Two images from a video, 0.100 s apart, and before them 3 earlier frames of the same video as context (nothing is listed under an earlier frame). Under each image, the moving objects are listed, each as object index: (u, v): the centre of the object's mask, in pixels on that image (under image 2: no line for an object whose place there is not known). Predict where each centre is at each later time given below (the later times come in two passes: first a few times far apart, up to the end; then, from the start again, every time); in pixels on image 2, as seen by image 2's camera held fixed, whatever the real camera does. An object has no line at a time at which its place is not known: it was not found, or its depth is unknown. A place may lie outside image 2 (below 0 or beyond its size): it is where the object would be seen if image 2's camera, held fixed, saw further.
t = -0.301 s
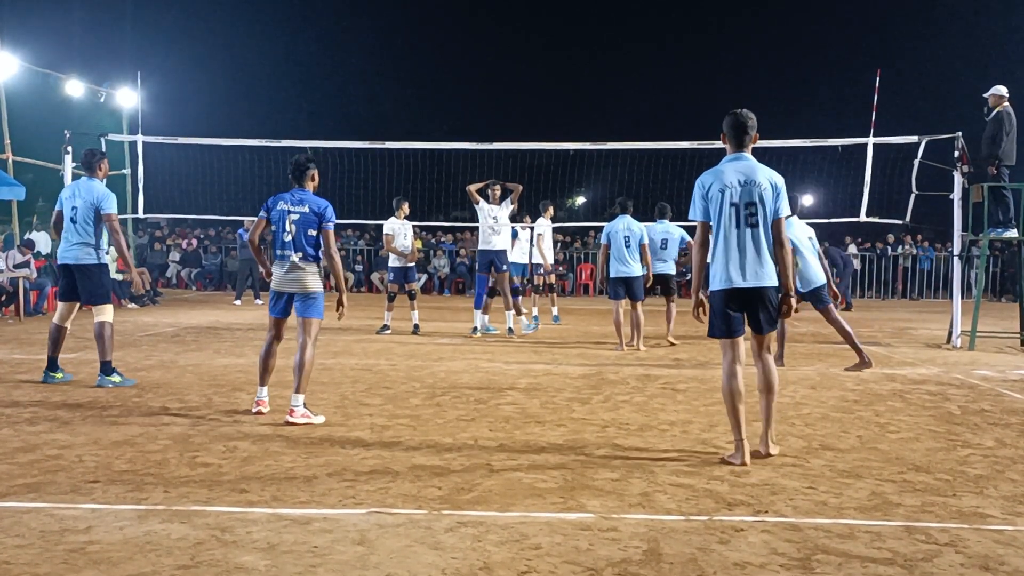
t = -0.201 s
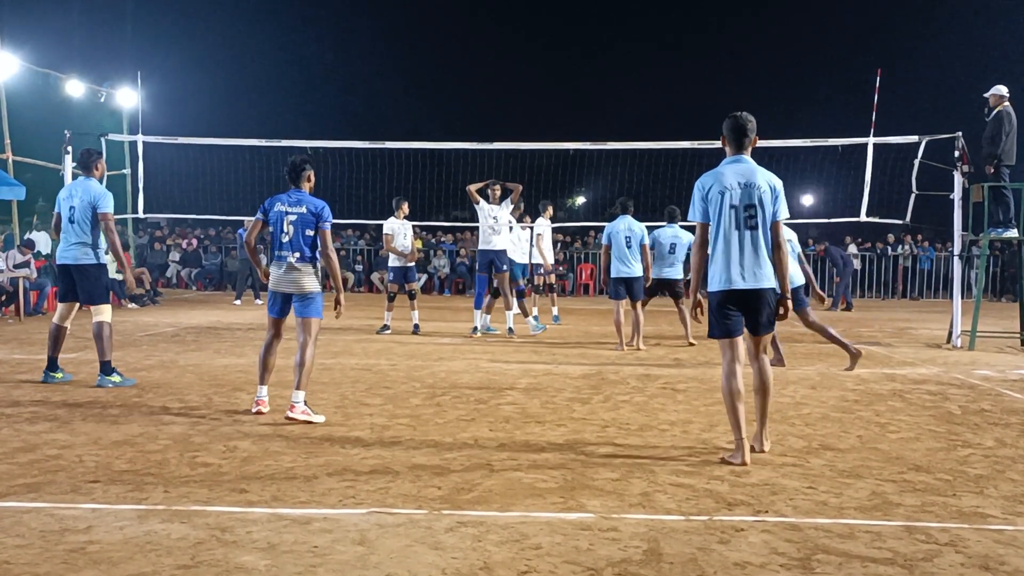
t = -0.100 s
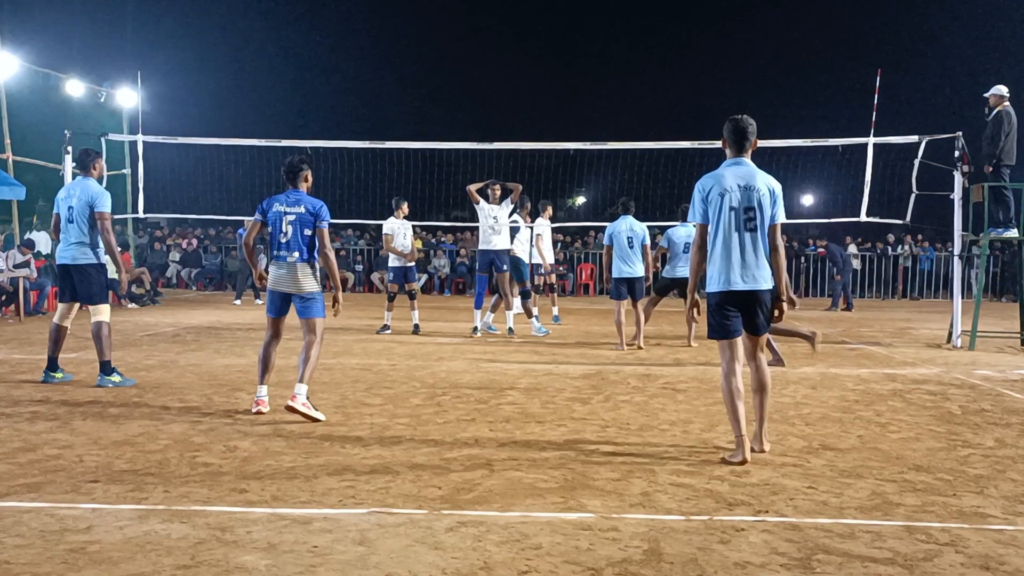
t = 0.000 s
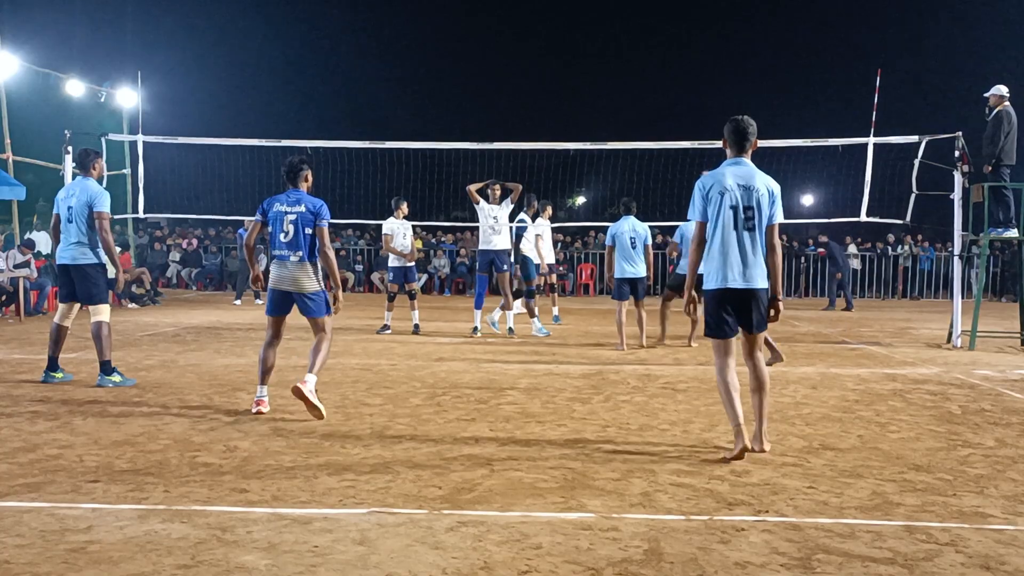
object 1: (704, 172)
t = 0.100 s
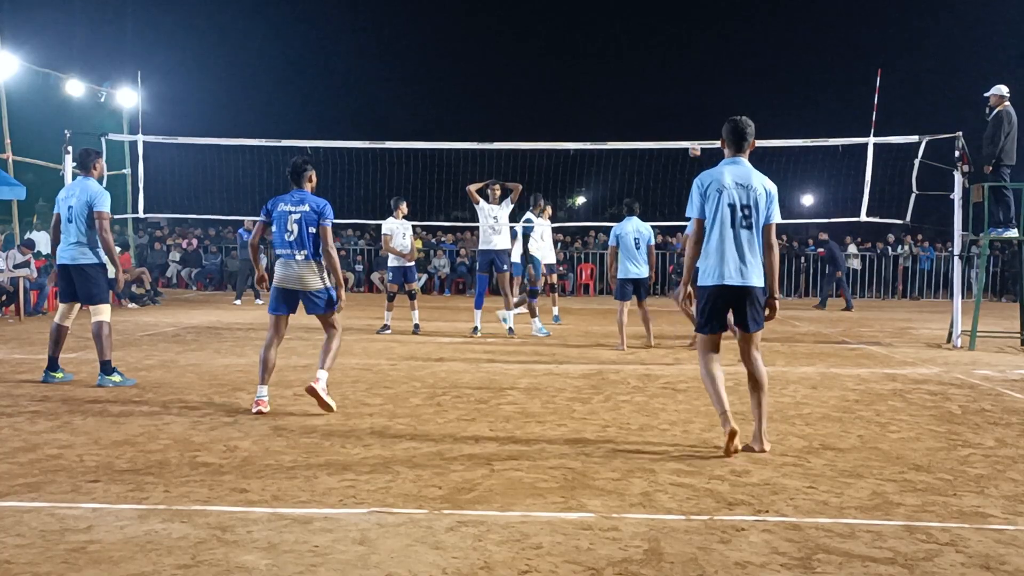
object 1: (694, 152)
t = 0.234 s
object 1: (678, 121)
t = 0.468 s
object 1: (641, 88)
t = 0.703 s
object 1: (579, 91)
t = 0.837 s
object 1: (527, 120)
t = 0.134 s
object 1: (691, 140)
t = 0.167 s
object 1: (686, 135)
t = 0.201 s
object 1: (682, 127)
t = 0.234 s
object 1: (678, 121)
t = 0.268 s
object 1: (673, 114)
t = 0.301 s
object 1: (668, 108)
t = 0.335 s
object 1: (664, 103)
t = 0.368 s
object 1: (659, 98)
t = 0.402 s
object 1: (653, 94)
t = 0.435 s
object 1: (647, 91)
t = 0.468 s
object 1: (641, 88)
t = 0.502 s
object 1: (634, 86)
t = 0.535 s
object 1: (626, 84)
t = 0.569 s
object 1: (618, 83)
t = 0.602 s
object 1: (609, 84)
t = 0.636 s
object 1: (600, 85)
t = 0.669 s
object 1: (590, 88)
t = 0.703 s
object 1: (579, 91)
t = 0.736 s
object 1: (567, 96)
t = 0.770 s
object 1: (555, 103)
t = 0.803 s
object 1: (542, 111)
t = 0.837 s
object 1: (527, 120)
